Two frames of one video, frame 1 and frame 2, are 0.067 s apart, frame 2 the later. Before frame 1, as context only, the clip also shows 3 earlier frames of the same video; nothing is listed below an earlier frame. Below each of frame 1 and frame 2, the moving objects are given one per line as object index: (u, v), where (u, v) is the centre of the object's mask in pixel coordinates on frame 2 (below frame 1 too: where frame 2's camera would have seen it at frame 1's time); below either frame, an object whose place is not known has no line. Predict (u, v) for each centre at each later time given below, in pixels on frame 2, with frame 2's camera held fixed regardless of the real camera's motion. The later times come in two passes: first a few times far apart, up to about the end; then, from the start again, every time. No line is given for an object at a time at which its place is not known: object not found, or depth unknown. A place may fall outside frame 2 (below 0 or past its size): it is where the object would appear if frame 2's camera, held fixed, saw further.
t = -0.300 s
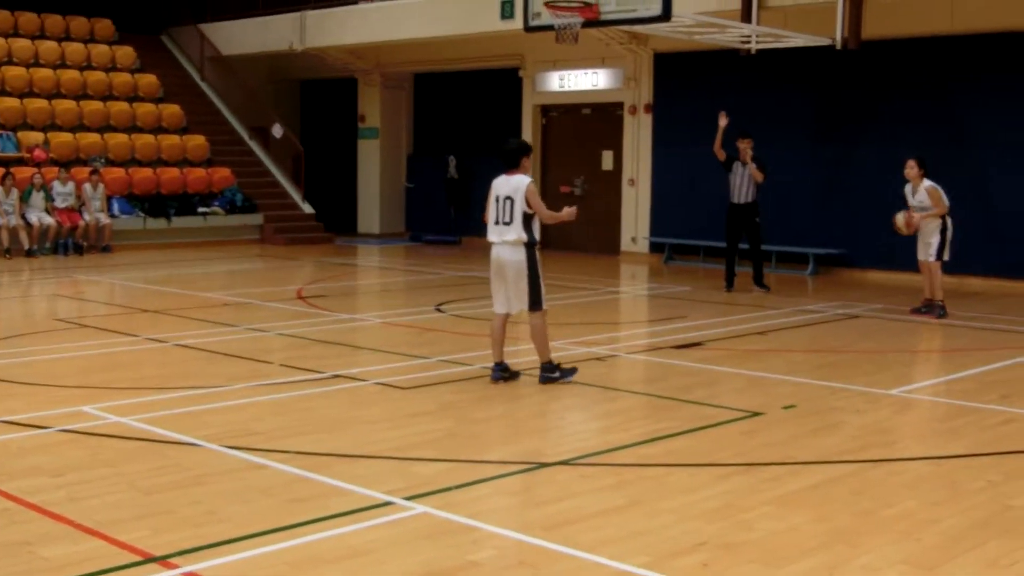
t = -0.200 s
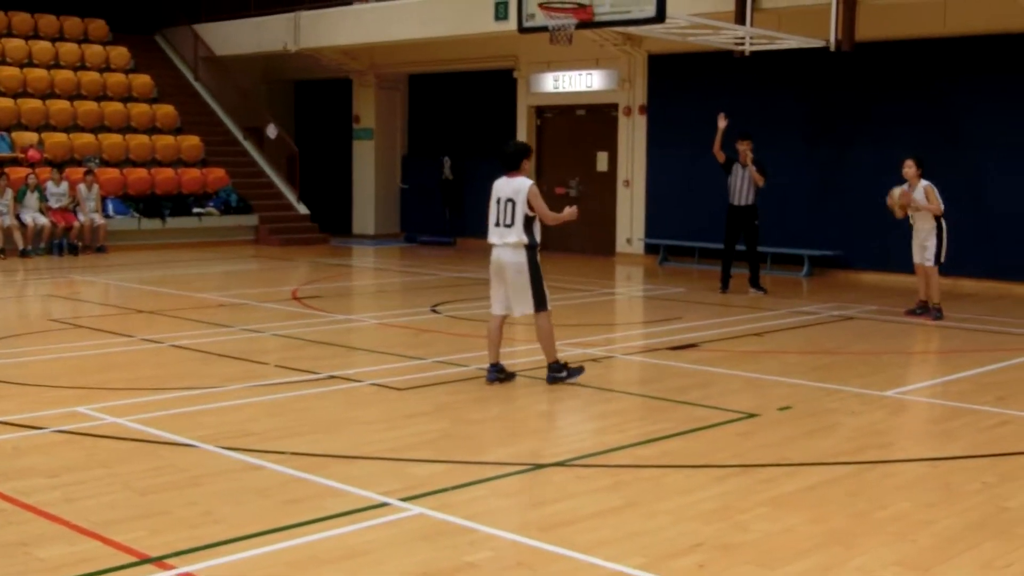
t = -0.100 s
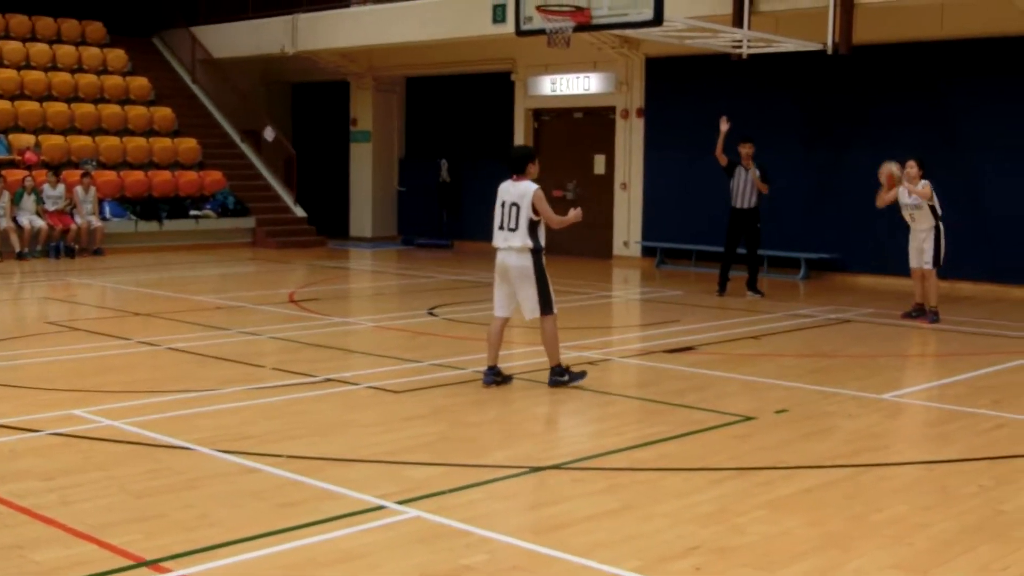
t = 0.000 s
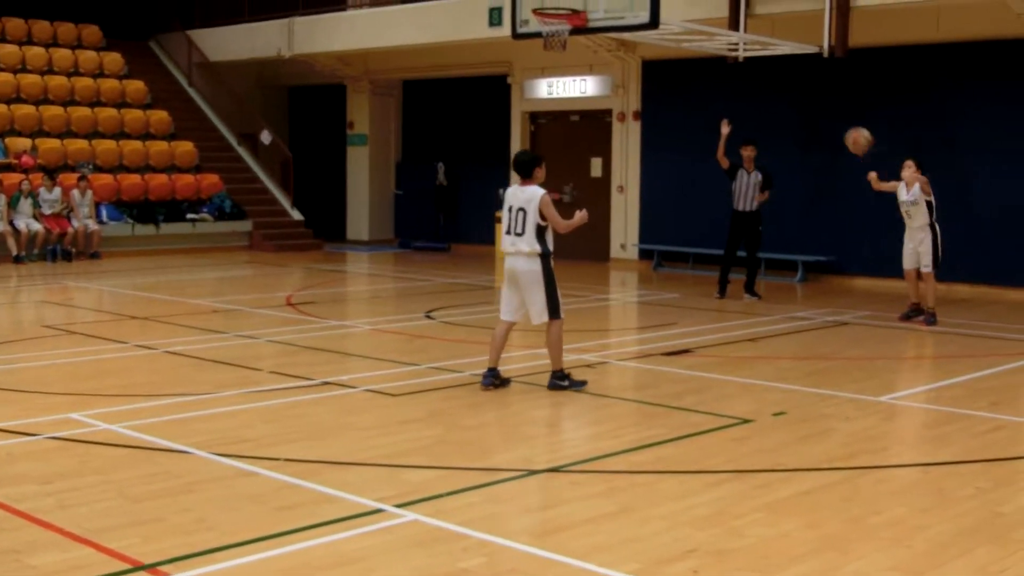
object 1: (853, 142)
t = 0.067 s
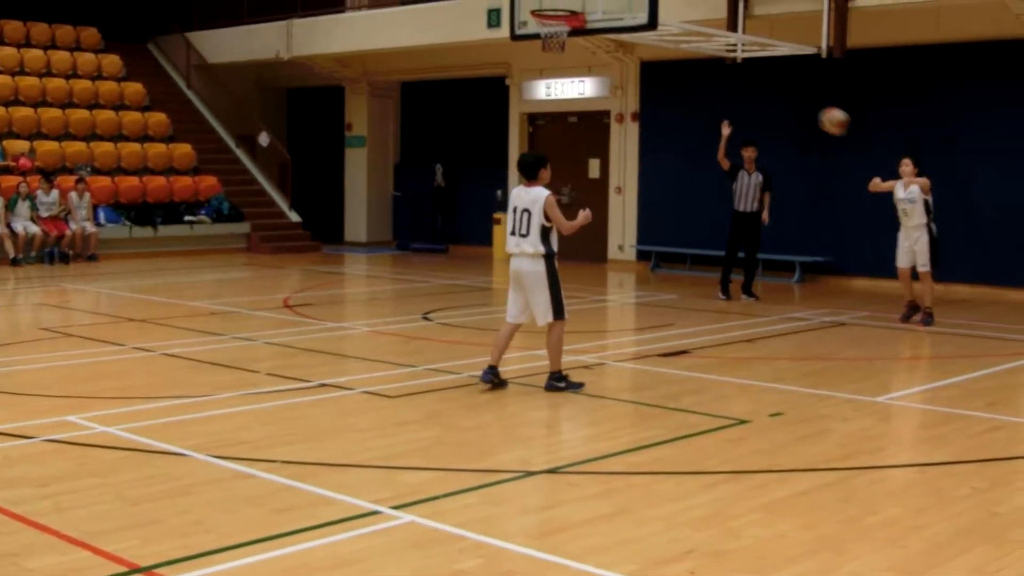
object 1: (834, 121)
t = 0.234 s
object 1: (769, 89)
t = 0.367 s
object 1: (712, 84)
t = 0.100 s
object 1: (821, 113)
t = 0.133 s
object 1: (807, 105)
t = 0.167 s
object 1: (793, 99)
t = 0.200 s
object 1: (780, 93)
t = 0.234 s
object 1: (769, 89)
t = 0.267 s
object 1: (755, 86)
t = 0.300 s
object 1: (741, 84)
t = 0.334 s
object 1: (727, 84)
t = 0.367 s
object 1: (712, 84)
